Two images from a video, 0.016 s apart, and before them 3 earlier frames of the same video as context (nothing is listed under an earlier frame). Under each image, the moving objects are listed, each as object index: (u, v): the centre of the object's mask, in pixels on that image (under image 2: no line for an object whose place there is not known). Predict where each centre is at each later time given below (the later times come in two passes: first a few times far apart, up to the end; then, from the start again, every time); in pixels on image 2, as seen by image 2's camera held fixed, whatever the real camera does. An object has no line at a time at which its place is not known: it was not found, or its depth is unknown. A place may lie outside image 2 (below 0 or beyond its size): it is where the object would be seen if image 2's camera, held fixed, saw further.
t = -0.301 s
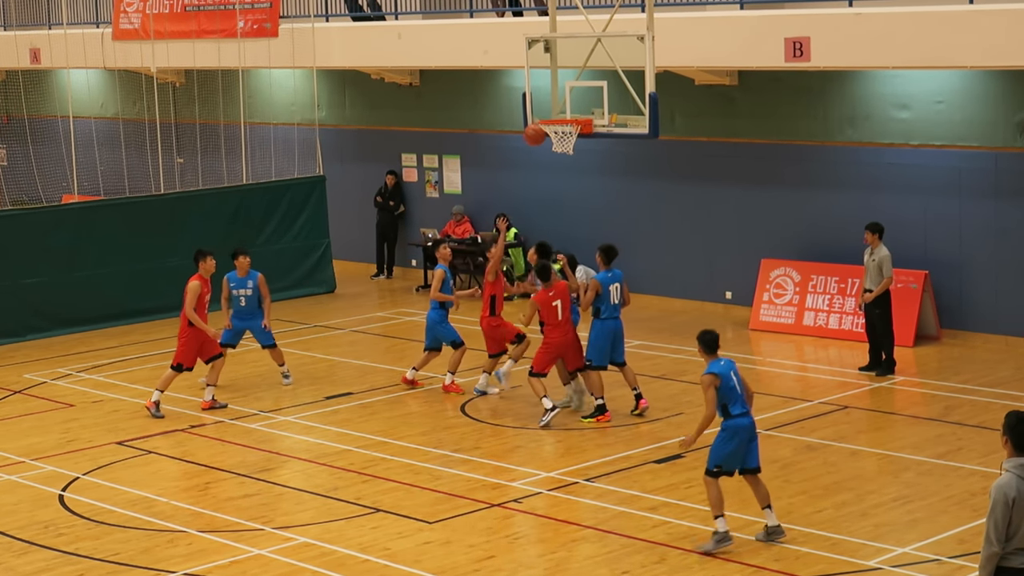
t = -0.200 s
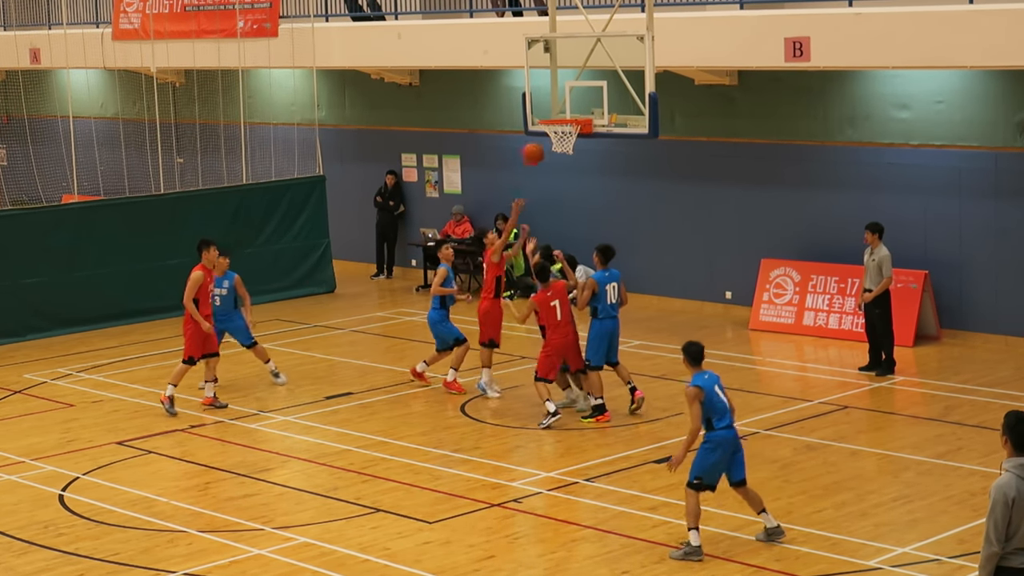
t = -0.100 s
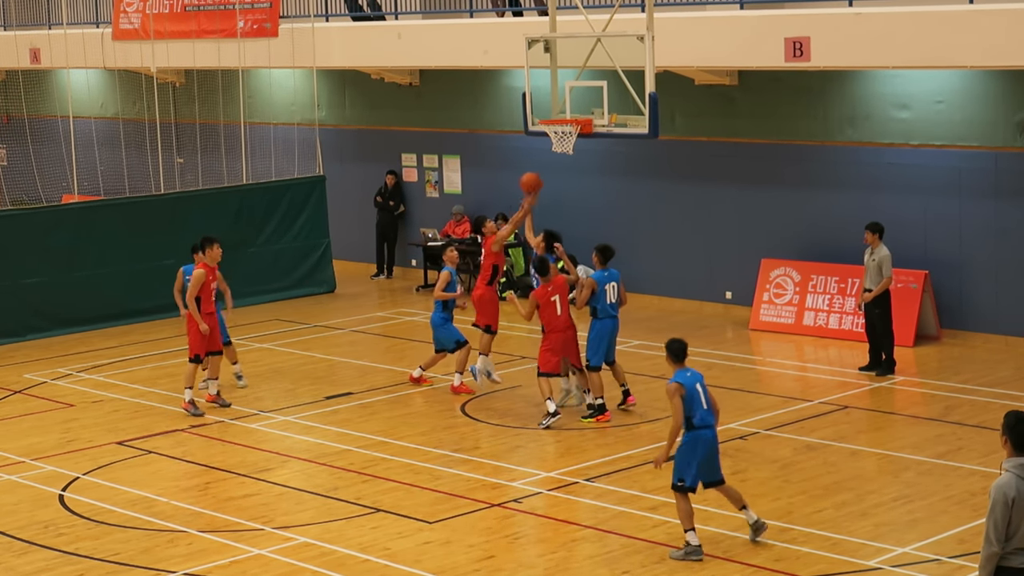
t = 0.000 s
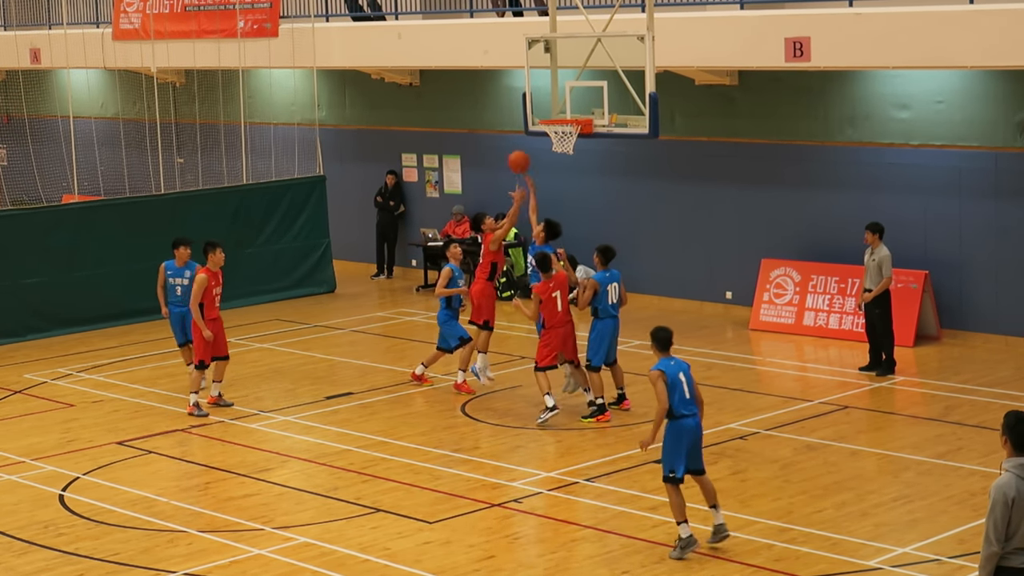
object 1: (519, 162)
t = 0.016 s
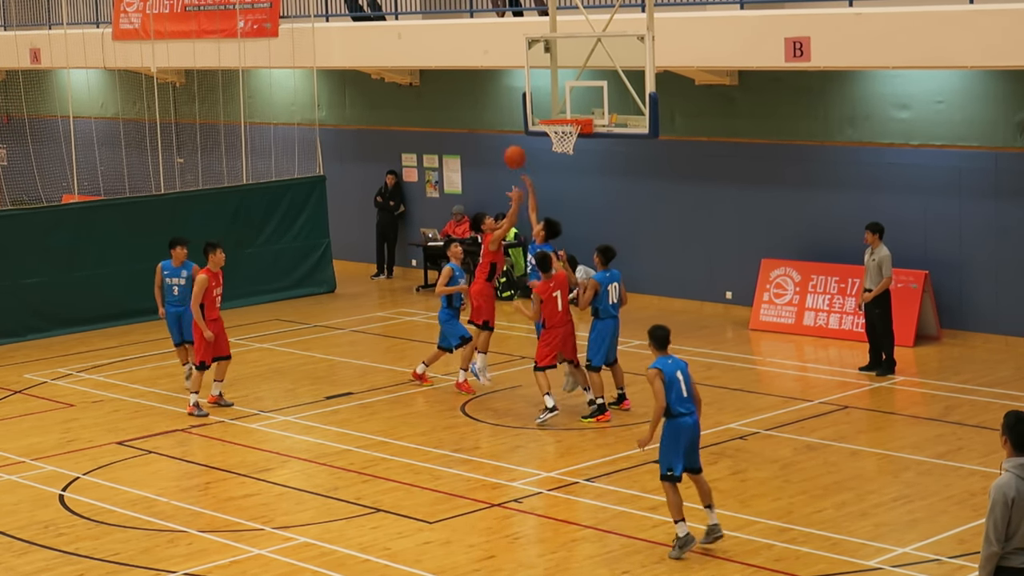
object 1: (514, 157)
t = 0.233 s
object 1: (465, 120)
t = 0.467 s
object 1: (411, 127)
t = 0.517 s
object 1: (400, 136)
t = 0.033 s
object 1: (511, 153)
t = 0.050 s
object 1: (507, 149)
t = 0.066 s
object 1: (503, 145)
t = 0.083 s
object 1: (499, 141)
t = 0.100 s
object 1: (495, 138)
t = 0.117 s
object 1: (491, 135)
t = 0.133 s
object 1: (488, 132)
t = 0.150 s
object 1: (484, 129)
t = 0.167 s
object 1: (480, 127)
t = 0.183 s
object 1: (476, 124)
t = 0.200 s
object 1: (473, 123)
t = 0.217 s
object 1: (469, 121)
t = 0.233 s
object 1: (465, 120)
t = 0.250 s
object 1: (461, 118)
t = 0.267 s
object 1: (458, 118)
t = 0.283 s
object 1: (454, 117)
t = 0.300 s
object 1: (450, 116)
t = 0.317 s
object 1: (446, 117)
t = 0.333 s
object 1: (442, 116)
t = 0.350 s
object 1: (438, 116)
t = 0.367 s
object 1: (434, 117)
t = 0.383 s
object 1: (431, 118)
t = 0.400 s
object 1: (427, 120)
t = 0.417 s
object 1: (423, 122)
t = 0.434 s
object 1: (419, 123)
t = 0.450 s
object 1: (415, 125)
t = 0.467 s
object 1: (411, 127)
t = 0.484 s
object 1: (407, 130)
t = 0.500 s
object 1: (403, 133)
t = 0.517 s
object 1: (400, 136)
